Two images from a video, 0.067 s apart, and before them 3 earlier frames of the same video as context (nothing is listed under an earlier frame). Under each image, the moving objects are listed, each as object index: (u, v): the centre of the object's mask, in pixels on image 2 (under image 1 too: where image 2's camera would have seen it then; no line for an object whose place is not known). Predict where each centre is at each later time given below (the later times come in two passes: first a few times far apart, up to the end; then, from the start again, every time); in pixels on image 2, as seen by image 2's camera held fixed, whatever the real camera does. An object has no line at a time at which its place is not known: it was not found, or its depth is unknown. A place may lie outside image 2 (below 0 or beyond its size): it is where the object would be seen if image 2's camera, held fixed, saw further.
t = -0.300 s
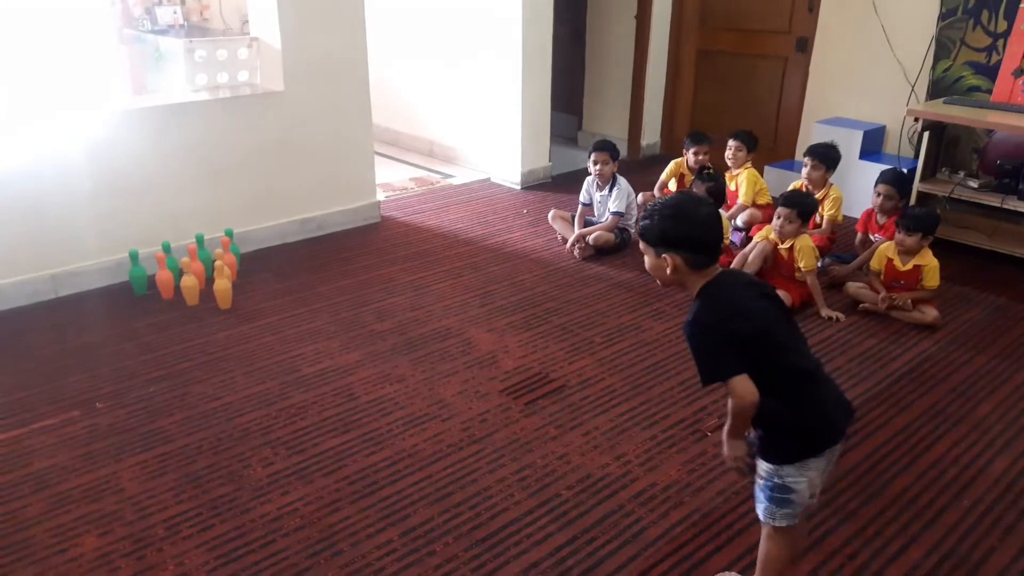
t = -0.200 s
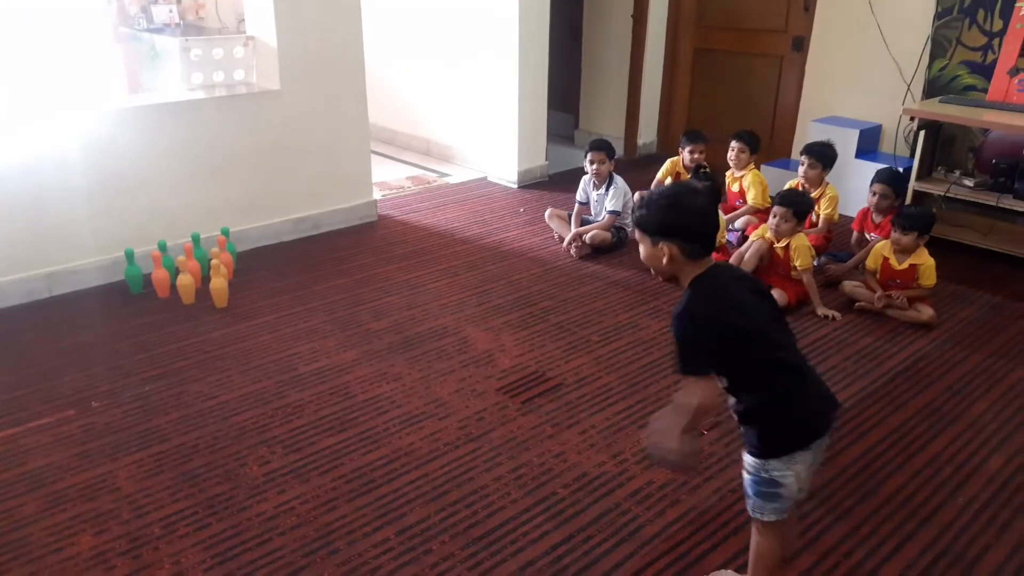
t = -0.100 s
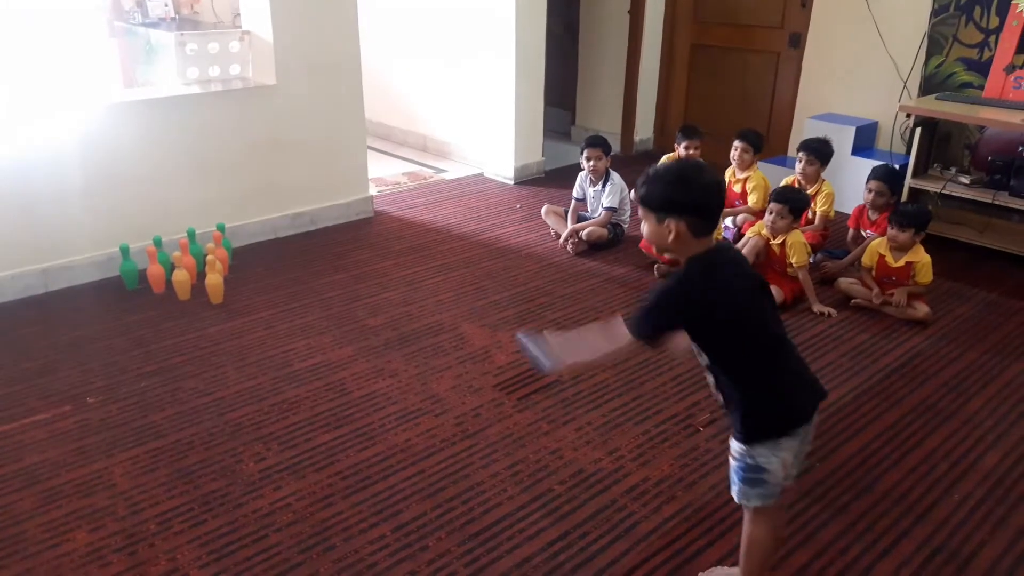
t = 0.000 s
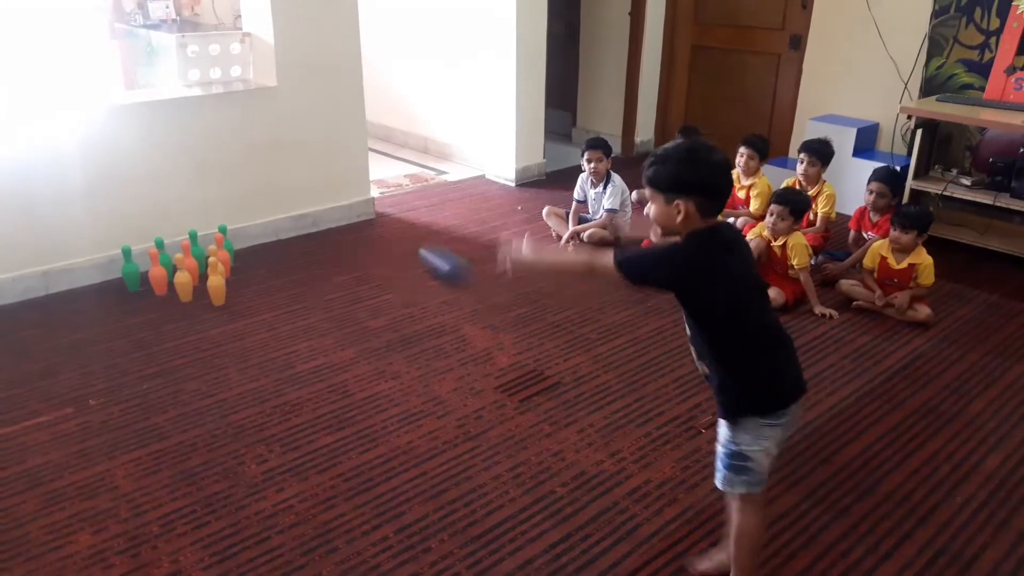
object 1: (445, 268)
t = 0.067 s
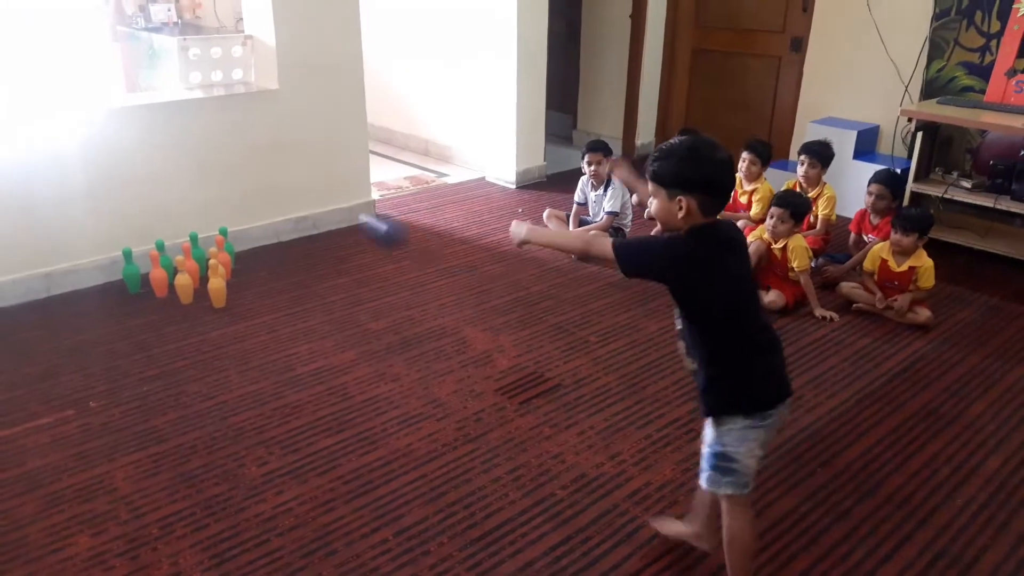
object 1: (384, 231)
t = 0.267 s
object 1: (238, 208)
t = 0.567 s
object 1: (119, 301)
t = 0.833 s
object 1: (51, 219)
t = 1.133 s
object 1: (36, 294)
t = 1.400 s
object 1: (6, 286)
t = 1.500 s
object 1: (1, 304)
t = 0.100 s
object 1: (355, 217)
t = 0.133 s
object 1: (329, 209)
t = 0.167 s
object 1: (303, 202)
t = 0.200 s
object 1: (280, 201)
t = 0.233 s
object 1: (258, 203)
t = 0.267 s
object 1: (238, 208)
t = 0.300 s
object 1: (221, 216)
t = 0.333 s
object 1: (202, 227)
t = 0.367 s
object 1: (188, 239)
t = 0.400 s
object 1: (172, 255)
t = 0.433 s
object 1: (160, 275)
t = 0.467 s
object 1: (146, 297)
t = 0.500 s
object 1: (139, 315)
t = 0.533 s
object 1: (130, 326)
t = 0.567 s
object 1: (119, 301)
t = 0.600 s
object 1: (106, 278)
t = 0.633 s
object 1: (97, 266)
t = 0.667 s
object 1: (87, 250)
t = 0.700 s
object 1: (79, 240)
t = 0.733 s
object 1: (70, 231)
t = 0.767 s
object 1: (64, 224)
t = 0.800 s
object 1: (57, 221)
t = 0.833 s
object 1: (51, 219)
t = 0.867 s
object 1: (45, 220)
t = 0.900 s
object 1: (40, 223)
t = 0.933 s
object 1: (36, 229)
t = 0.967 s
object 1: (33, 237)
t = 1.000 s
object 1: (30, 247)
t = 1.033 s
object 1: (32, 261)
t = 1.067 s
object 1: (35, 278)
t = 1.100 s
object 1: (38, 293)
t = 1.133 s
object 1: (36, 294)
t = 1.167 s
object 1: (30, 286)
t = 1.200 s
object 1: (25, 278)
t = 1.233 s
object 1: (20, 274)
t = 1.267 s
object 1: (17, 272)
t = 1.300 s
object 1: (13, 272)
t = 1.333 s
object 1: (10, 274)
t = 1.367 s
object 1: (8, 279)
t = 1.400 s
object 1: (6, 286)
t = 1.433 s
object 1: (6, 295)
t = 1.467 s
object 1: (4, 307)
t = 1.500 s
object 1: (1, 304)
